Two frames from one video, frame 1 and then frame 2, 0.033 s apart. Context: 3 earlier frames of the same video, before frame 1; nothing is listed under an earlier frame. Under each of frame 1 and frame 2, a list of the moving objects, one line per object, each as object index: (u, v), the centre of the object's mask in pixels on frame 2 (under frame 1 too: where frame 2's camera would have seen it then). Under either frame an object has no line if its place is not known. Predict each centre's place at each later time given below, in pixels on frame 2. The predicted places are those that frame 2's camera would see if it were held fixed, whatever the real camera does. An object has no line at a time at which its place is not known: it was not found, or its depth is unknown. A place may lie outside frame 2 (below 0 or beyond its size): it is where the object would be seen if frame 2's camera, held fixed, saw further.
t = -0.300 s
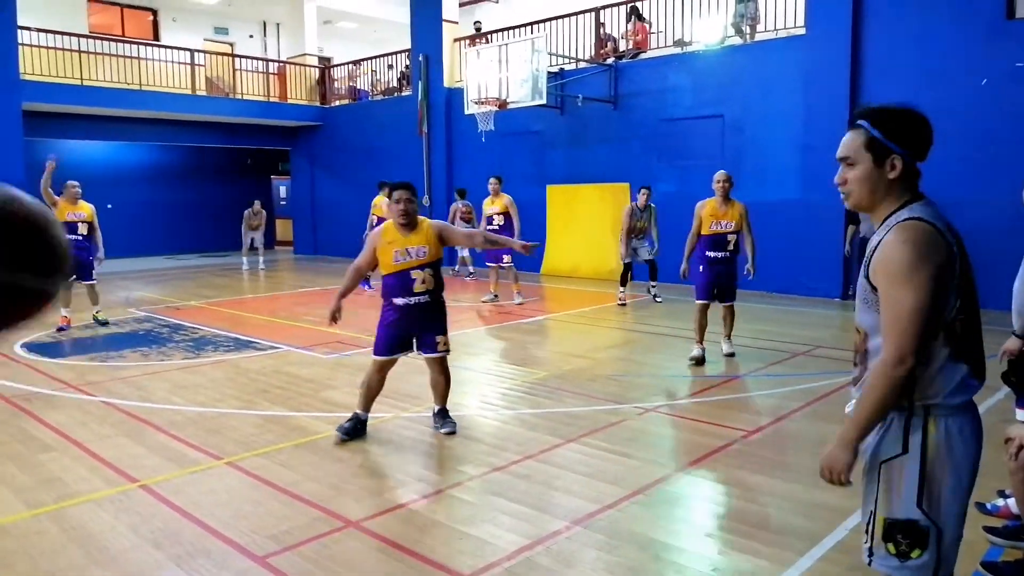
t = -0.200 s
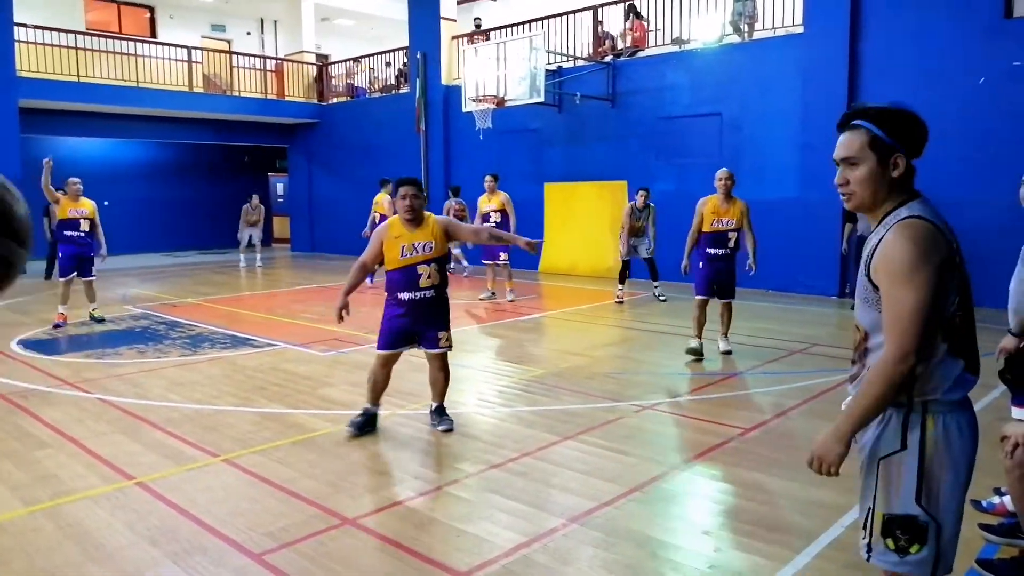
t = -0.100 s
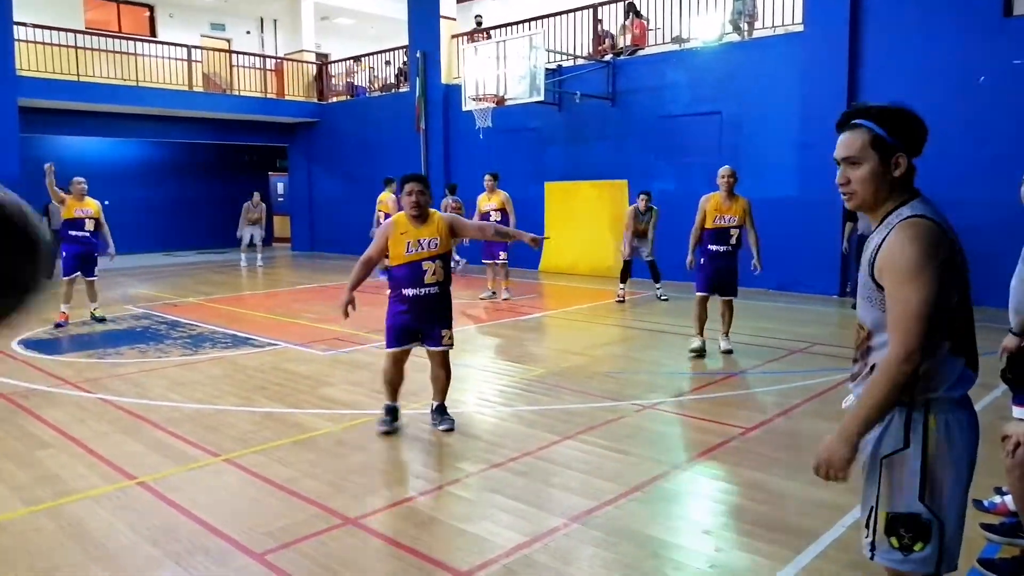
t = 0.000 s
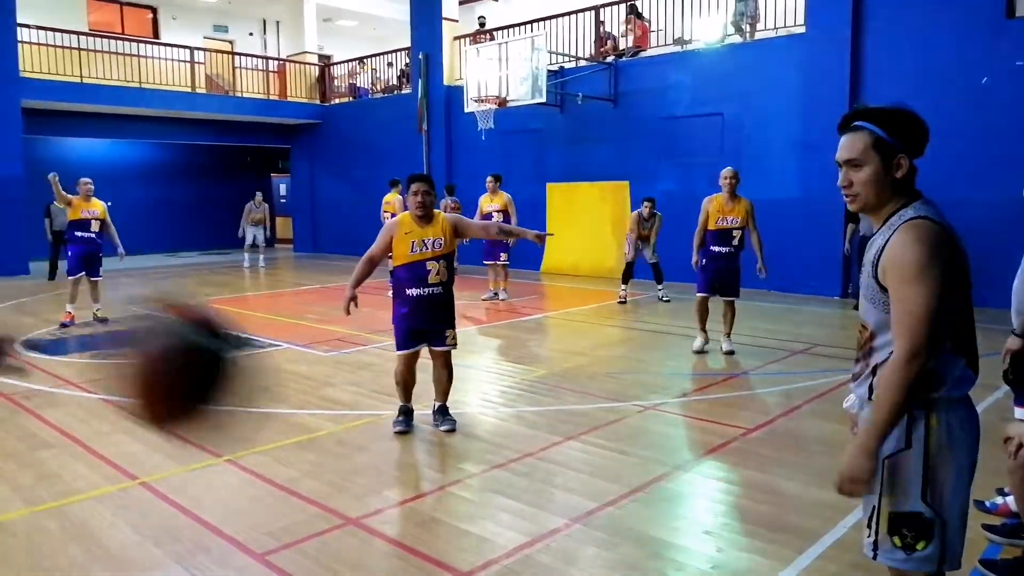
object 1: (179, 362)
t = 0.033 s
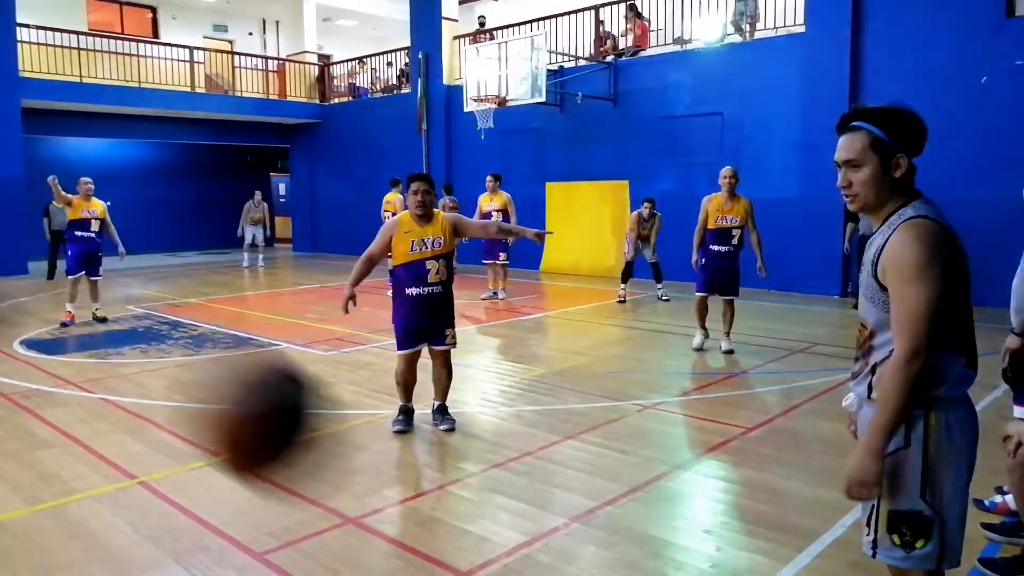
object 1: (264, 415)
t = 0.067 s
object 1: (341, 471)
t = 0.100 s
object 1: (409, 523)
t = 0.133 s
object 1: (478, 559)
